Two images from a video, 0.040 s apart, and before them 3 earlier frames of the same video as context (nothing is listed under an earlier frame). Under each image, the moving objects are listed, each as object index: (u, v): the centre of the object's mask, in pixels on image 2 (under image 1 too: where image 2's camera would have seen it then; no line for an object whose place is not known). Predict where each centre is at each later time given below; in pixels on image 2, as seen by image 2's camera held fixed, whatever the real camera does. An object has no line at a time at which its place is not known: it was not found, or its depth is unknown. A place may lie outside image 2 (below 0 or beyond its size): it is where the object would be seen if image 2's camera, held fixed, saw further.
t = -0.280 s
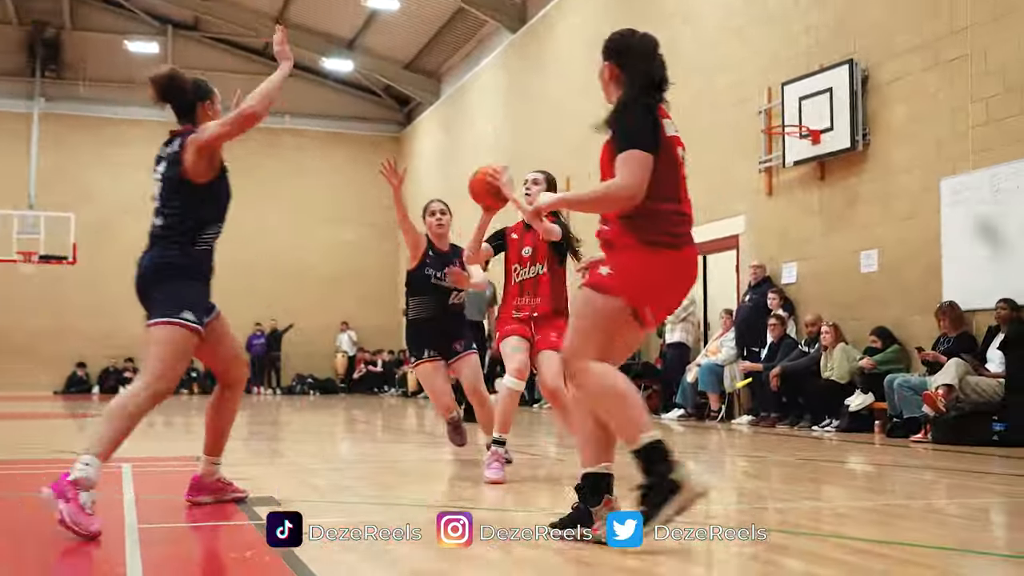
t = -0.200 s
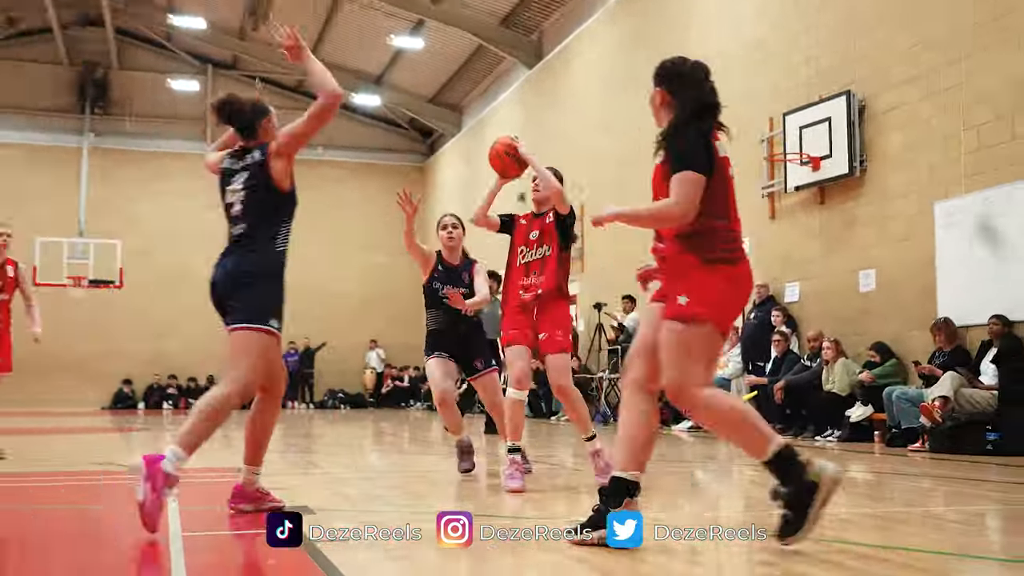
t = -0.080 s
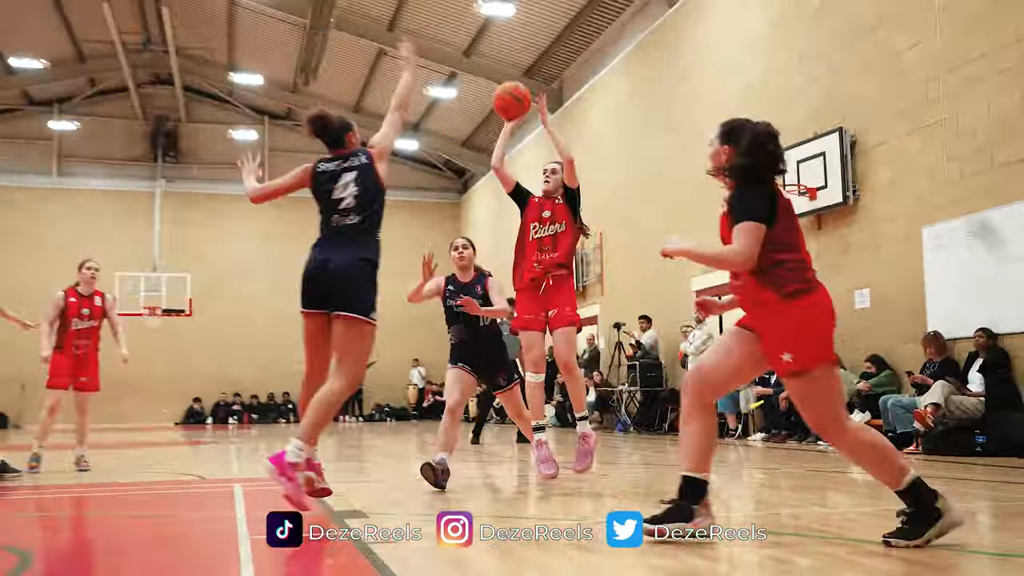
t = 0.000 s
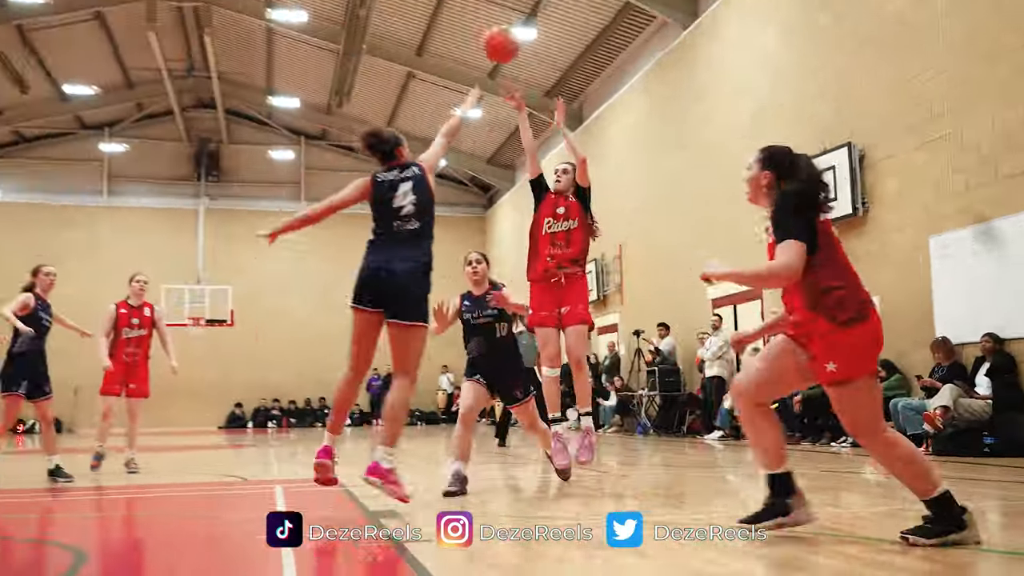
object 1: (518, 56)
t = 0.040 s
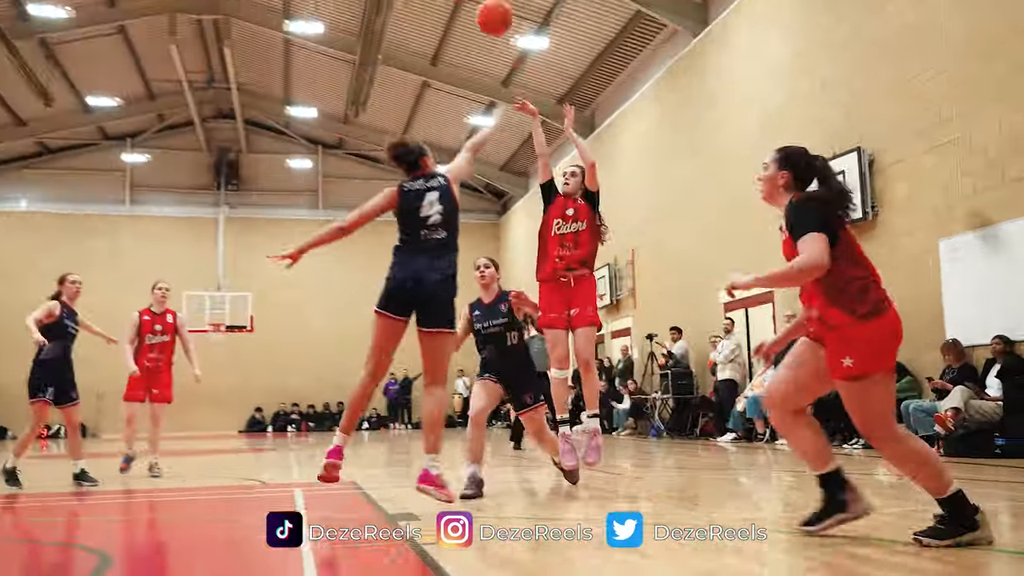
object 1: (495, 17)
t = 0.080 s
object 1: (473, -5)
